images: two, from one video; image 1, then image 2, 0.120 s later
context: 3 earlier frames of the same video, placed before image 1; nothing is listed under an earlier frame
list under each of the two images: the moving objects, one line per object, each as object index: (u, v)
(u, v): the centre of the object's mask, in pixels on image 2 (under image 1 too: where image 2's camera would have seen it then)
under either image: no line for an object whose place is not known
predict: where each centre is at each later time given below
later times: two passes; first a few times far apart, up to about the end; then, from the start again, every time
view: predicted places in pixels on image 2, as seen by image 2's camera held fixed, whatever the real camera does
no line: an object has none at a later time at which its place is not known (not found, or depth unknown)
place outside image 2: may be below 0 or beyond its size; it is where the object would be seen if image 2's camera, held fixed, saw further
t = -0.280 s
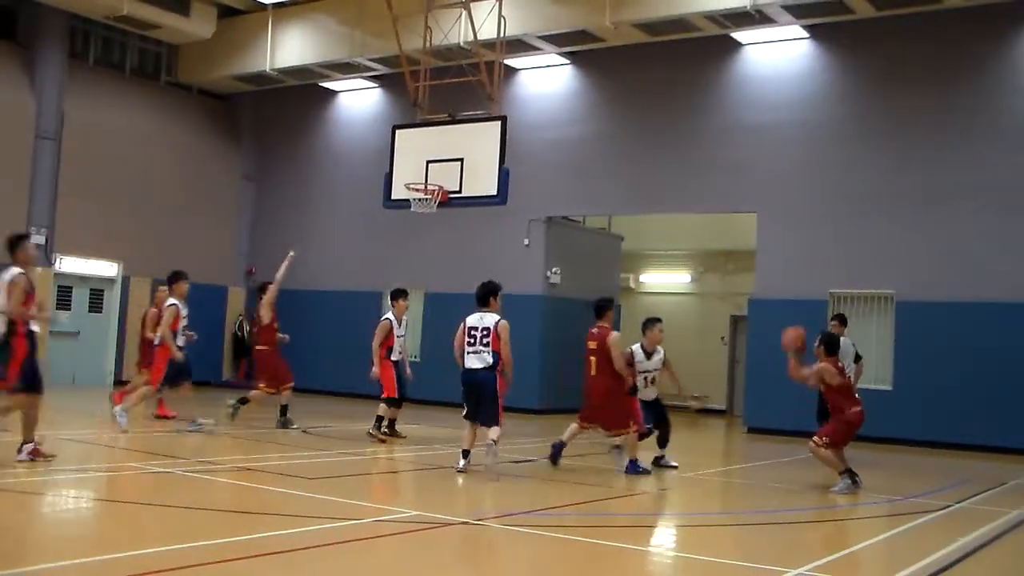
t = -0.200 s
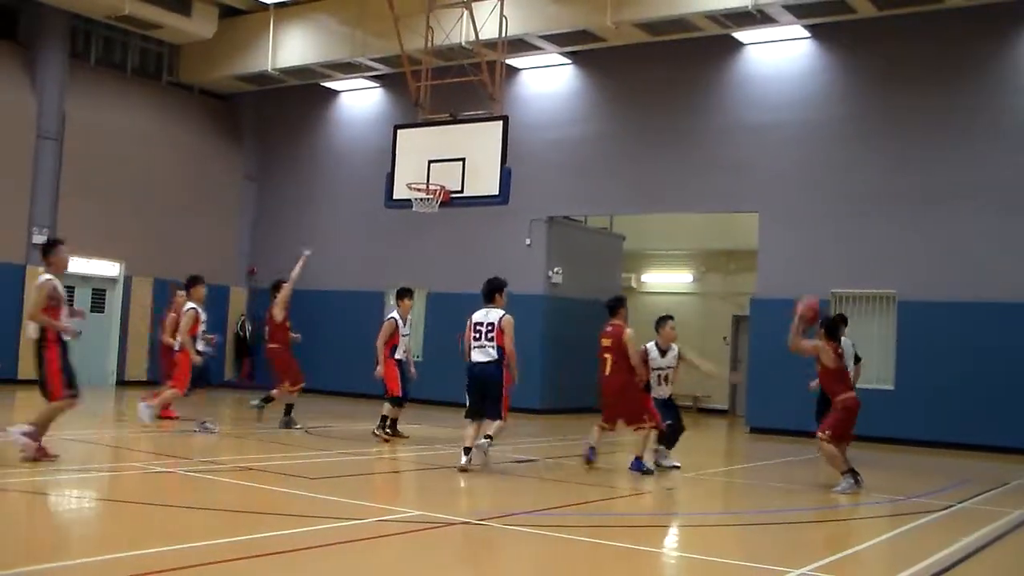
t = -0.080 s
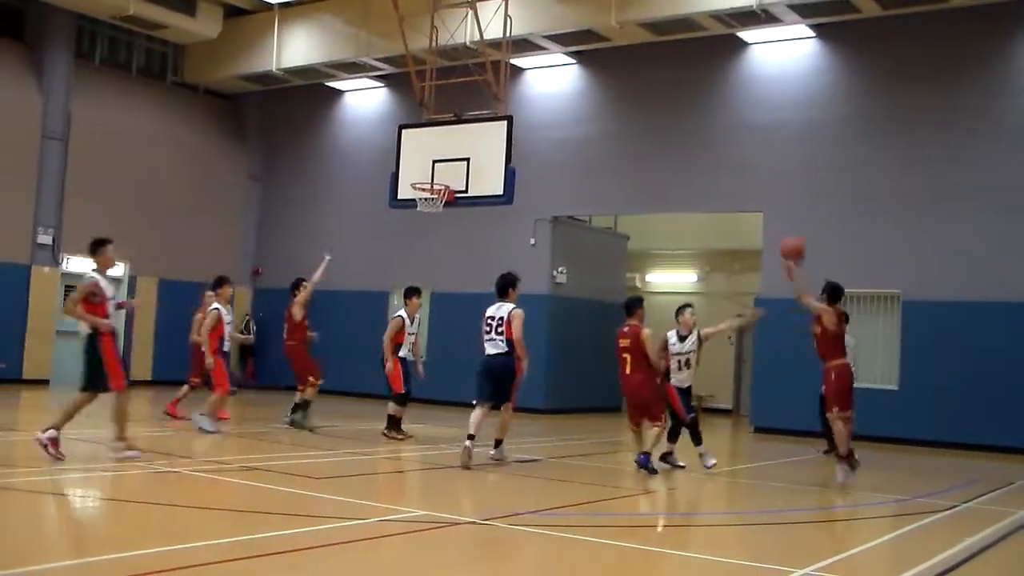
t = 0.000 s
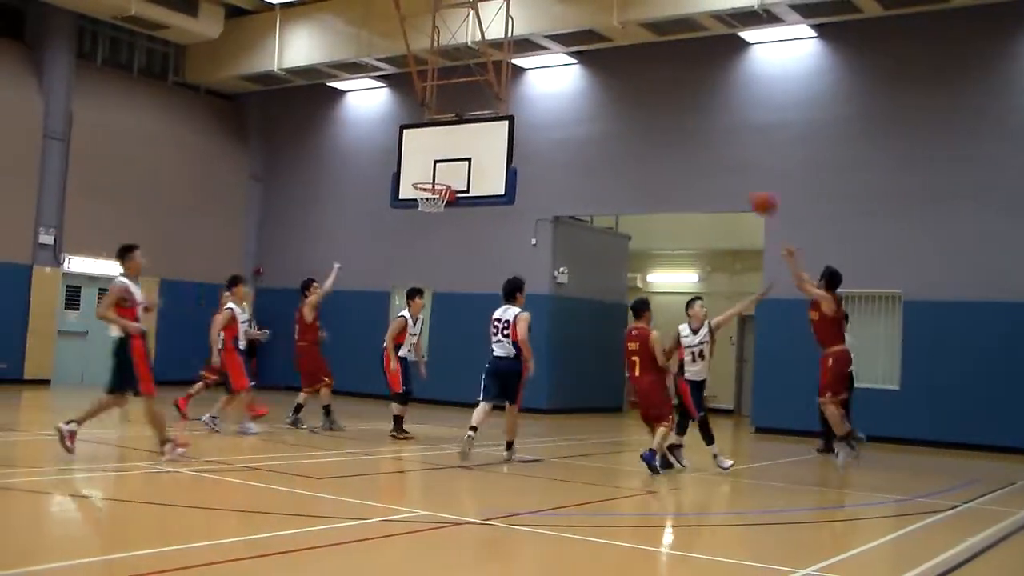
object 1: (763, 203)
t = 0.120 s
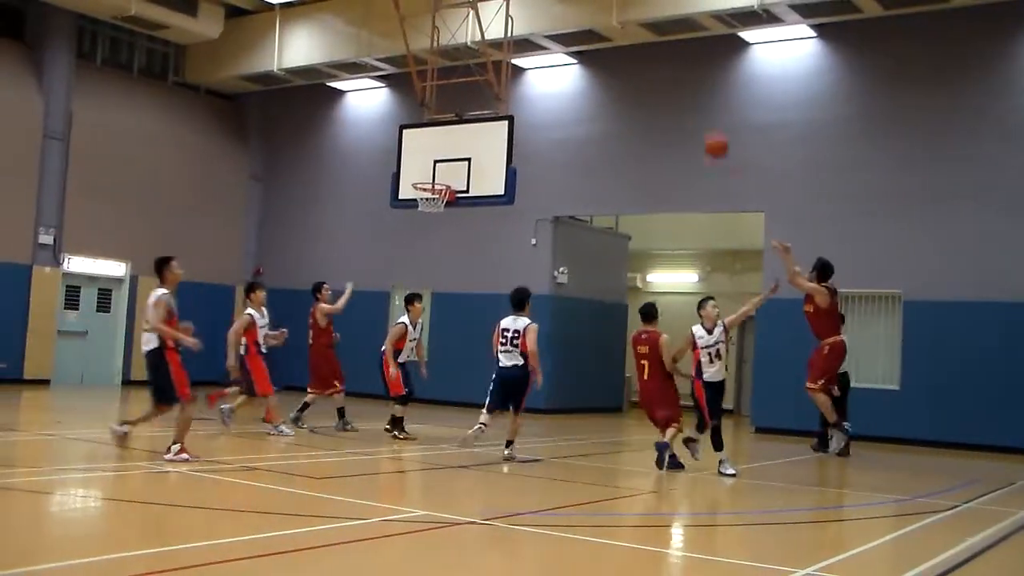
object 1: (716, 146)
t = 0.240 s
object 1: (674, 106)
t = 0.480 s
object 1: (597, 73)
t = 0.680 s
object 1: (536, 86)
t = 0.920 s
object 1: (471, 139)
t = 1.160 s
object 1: (413, 200)
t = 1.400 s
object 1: (419, 208)
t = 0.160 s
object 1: (702, 131)
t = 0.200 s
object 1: (688, 116)
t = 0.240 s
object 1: (674, 106)
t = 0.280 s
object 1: (660, 96)
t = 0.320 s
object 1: (646, 88)
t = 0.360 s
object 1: (633, 83)
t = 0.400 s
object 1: (621, 77)
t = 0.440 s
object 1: (608, 75)
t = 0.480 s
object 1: (597, 73)
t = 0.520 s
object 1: (584, 73)
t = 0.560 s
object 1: (572, 74)
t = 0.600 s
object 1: (559, 76)
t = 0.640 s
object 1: (548, 80)
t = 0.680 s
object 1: (536, 86)
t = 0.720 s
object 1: (525, 91)
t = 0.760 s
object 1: (514, 99)
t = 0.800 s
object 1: (503, 106)
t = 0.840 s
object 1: (493, 116)
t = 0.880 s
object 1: (481, 126)
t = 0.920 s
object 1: (471, 139)
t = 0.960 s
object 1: (460, 152)
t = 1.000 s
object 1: (450, 166)
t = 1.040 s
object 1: (441, 180)
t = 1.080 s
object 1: (429, 191)
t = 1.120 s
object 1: (417, 199)
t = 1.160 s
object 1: (413, 200)
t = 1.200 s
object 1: (412, 200)
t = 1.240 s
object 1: (413, 200)
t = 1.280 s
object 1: (414, 199)
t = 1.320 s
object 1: (416, 200)
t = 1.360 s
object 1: (417, 204)
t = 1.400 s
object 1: (419, 208)
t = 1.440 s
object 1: (419, 214)
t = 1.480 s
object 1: (420, 222)
